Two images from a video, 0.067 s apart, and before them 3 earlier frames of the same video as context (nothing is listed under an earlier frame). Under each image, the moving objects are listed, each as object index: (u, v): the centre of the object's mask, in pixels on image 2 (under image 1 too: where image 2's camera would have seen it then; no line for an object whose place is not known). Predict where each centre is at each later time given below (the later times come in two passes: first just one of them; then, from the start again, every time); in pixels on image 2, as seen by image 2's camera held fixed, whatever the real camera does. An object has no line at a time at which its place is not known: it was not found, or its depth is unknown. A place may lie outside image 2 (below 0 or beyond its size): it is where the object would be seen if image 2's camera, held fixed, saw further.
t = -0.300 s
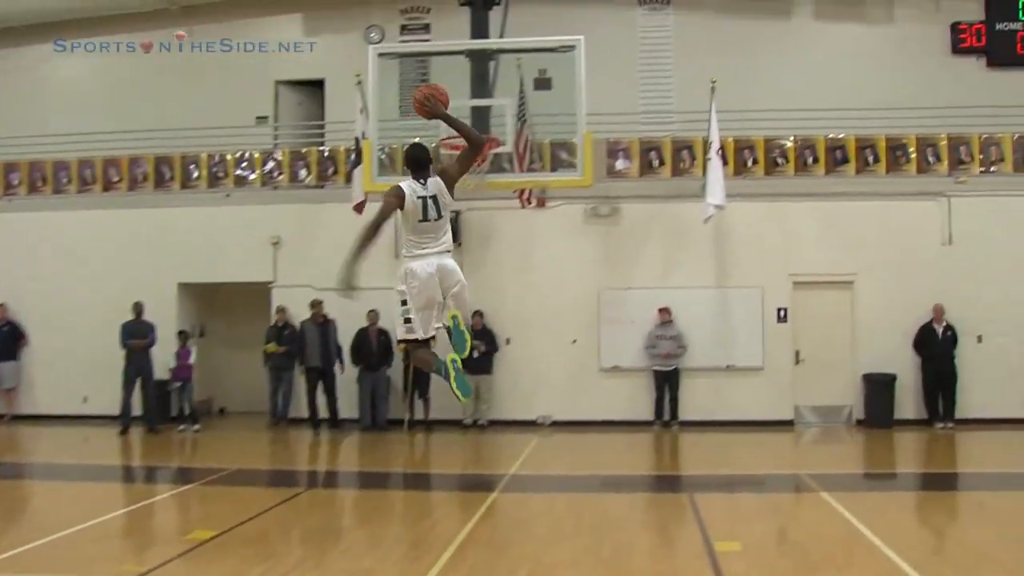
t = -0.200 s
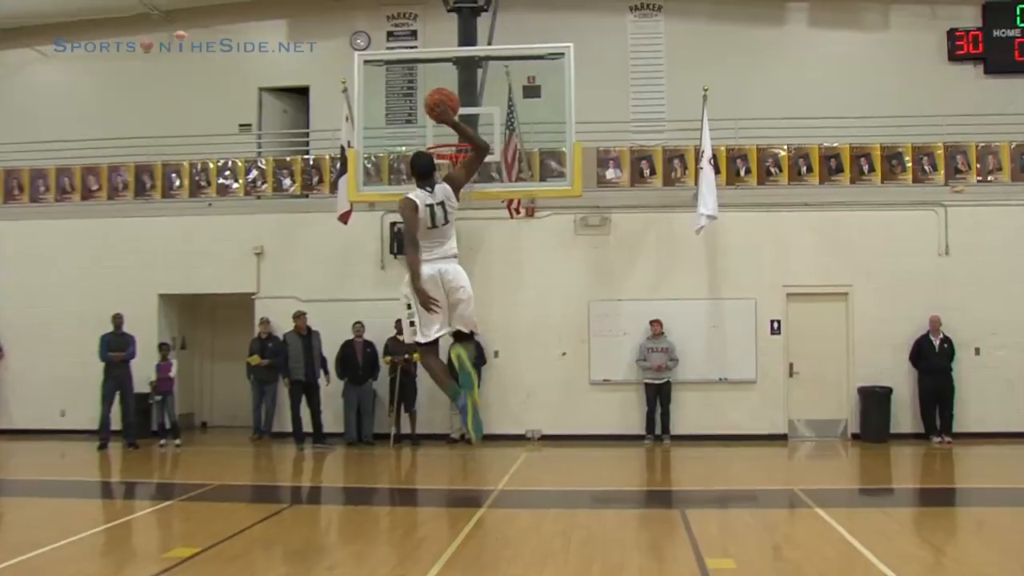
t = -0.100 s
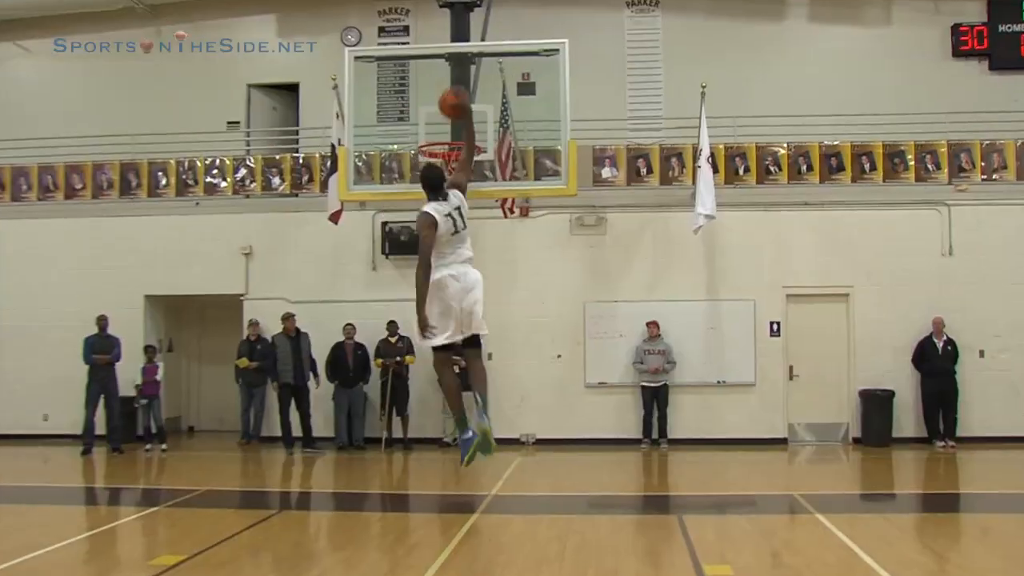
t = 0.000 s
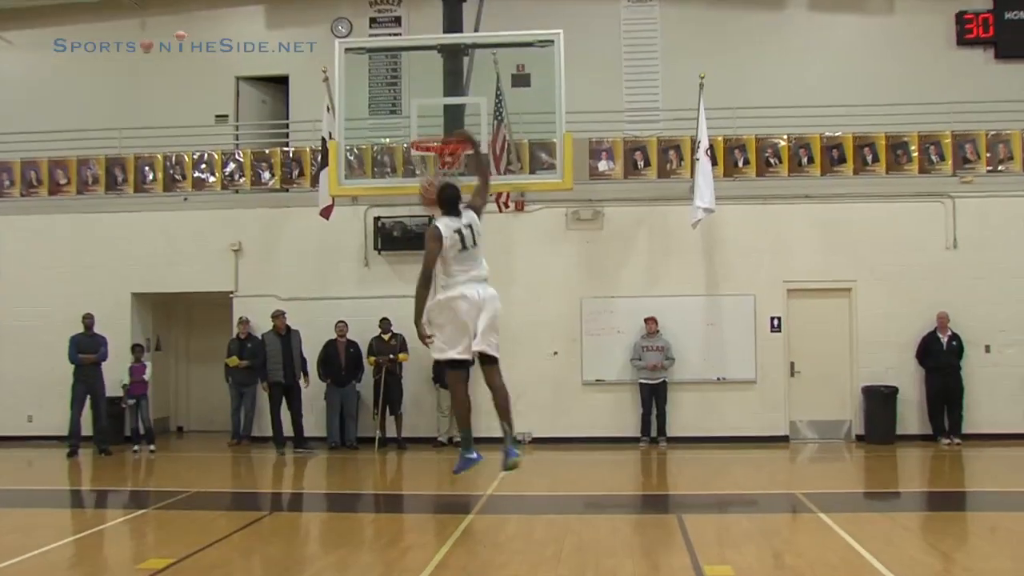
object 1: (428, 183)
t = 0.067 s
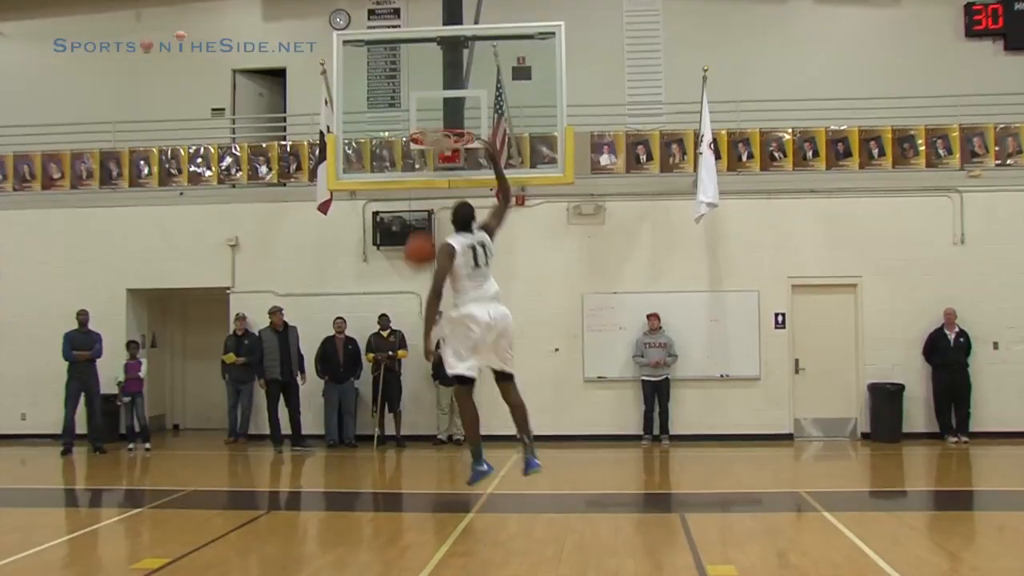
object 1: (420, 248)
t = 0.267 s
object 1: (376, 497)
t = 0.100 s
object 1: (413, 285)
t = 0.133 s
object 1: (407, 322)
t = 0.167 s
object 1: (398, 364)
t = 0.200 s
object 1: (391, 404)
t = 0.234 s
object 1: (383, 450)
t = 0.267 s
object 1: (376, 497)
